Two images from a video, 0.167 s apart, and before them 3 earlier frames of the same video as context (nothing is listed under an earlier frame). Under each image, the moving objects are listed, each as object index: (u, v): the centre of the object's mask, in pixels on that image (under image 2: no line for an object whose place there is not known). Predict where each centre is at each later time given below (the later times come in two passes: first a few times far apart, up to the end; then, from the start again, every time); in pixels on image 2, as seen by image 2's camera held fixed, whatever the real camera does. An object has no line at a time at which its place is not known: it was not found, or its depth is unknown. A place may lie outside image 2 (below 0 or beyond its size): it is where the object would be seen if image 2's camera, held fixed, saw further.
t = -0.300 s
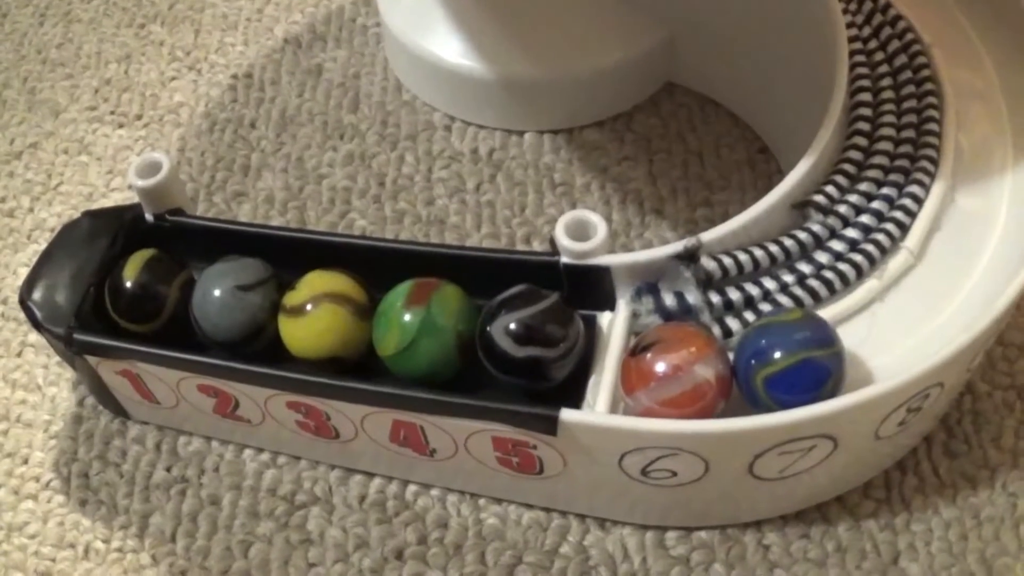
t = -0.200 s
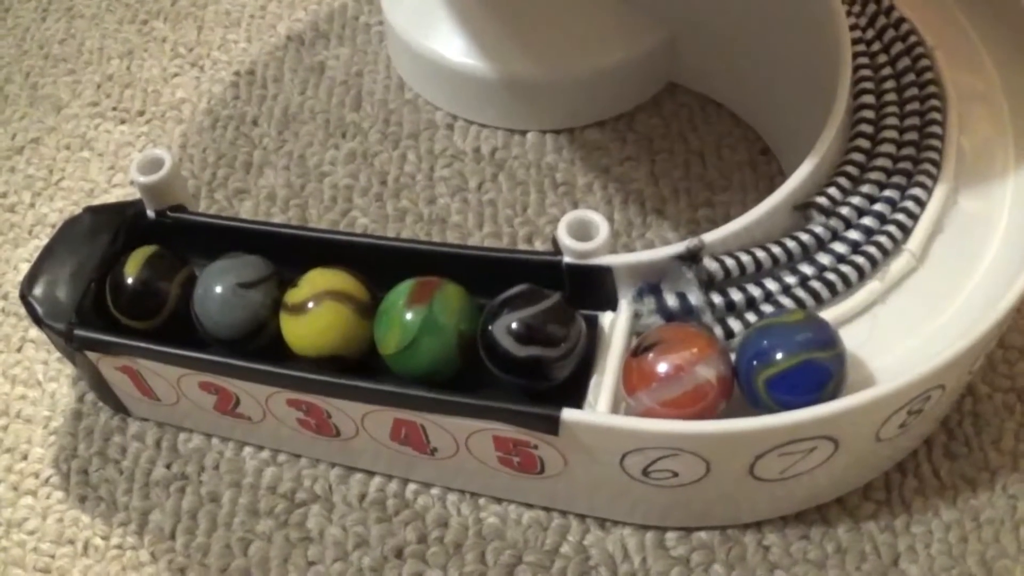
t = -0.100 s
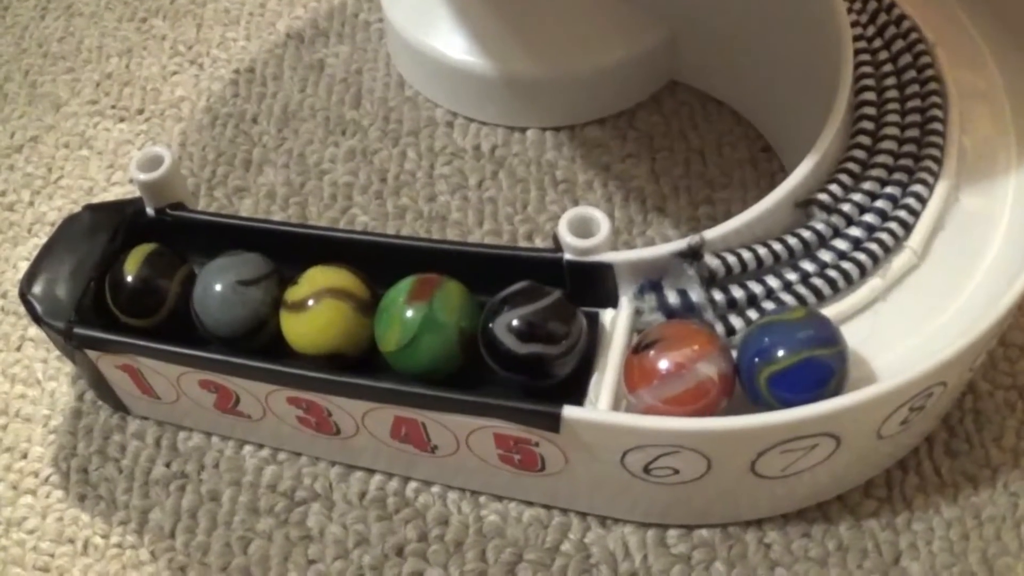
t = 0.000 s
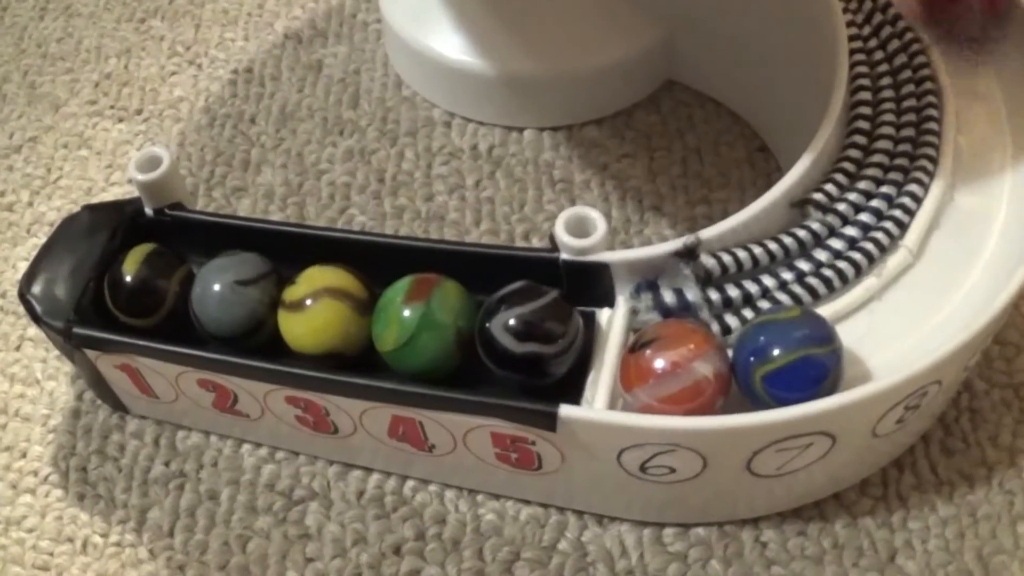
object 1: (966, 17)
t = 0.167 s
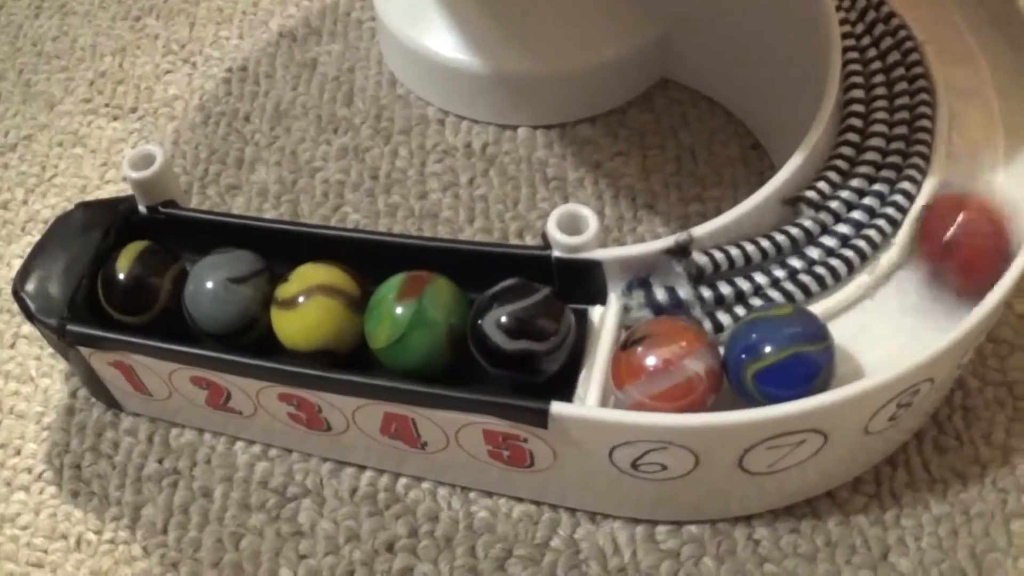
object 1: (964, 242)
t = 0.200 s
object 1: (911, 292)
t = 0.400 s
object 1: (871, 309)
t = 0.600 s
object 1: (882, 300)
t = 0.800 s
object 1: (881, 301)
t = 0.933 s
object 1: (881, 302)
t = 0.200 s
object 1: (911, 292)
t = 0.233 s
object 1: (878, 313)
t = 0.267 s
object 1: (867, 317)
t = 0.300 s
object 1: (864, 318)
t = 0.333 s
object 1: (864, 315)
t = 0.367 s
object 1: (866, 312)
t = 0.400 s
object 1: (871, 309)
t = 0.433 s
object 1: (874, 303)
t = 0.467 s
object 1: (876, 301)
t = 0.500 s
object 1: (879, 300)
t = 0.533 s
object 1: (882, 299)
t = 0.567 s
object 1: (882, 300)
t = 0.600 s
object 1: (882, 300)
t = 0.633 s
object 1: (881, 300)
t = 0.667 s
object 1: (881, 300)
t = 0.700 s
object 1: (881, 300)
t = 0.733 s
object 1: (881, 301)
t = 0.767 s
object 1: (881, 301)
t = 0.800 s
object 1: (881, 301)
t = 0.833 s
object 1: (881, 301)
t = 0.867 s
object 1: (881, 301)
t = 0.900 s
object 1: (881, 301)
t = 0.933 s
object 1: (881, 302)
